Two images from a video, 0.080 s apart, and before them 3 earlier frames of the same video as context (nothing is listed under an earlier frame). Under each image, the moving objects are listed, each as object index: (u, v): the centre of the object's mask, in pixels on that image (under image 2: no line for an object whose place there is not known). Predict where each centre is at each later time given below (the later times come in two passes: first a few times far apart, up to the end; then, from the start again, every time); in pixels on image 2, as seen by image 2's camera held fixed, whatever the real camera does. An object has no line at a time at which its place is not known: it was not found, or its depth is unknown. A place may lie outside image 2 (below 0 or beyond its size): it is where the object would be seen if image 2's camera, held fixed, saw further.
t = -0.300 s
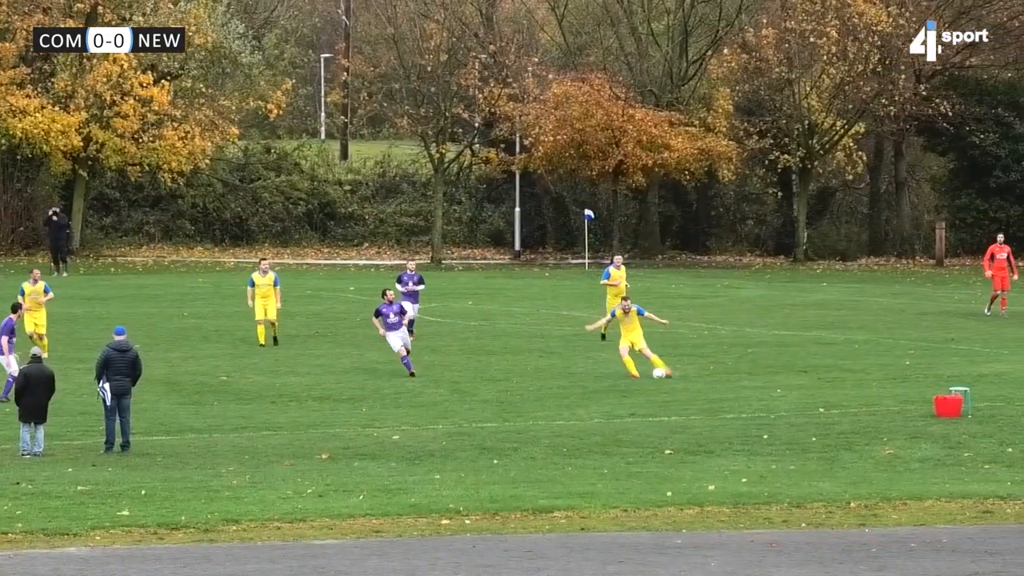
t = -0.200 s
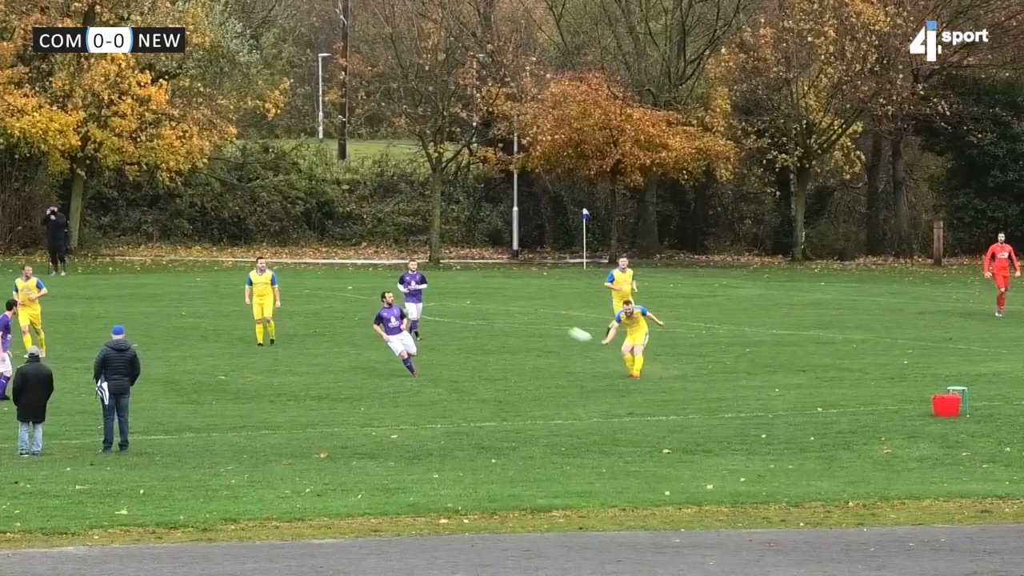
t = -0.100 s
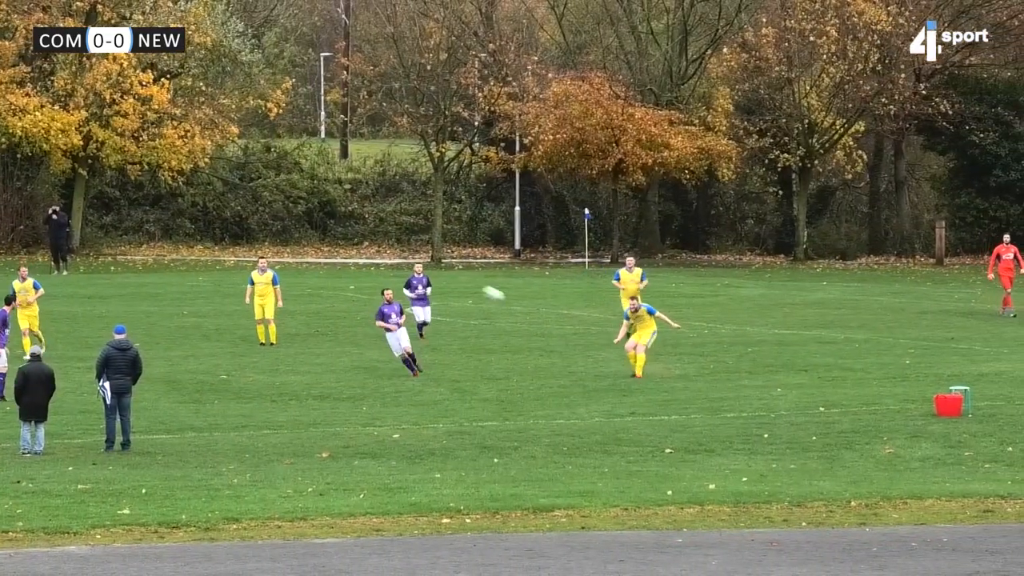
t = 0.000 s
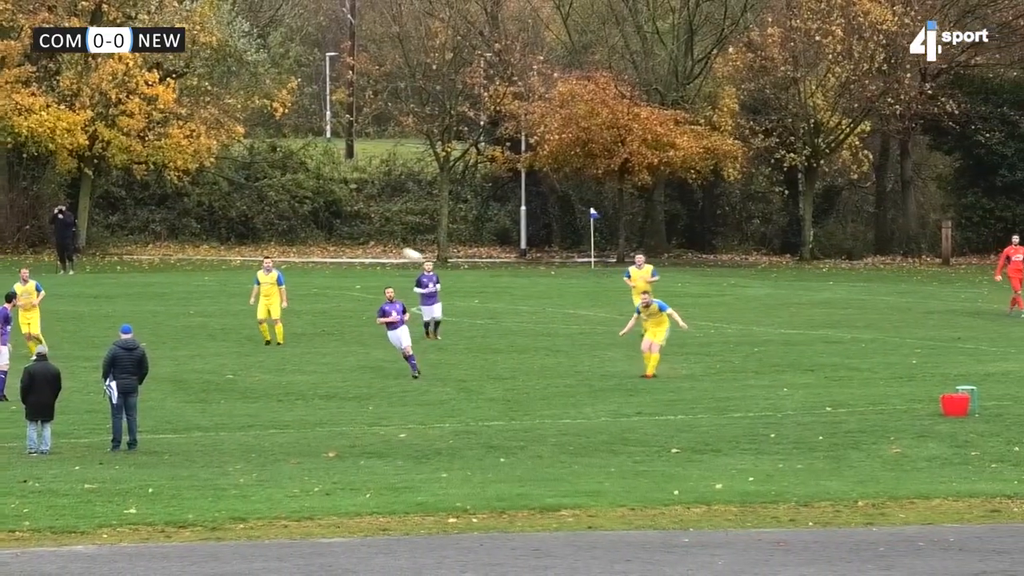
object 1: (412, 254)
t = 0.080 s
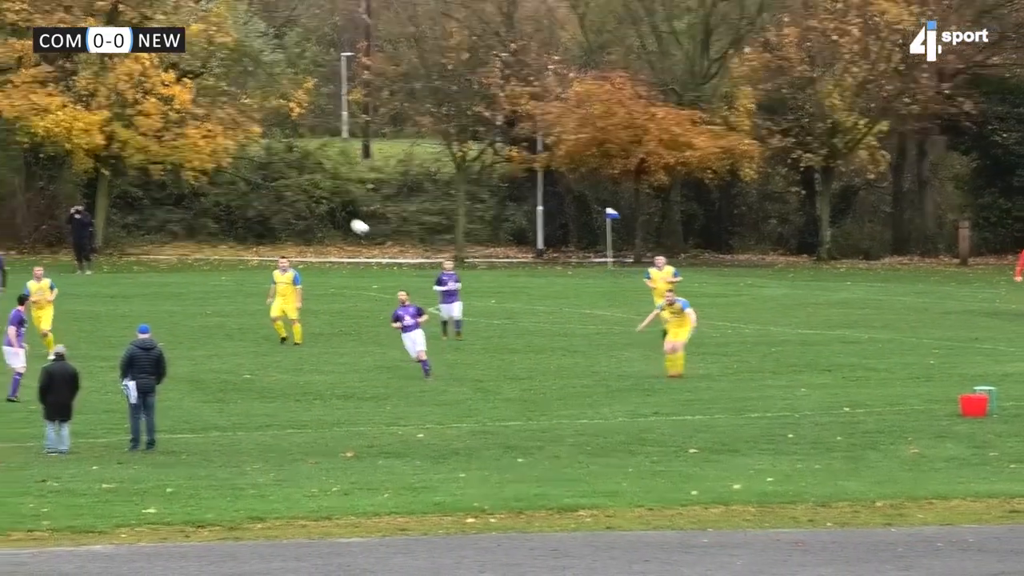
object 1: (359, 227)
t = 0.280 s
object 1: (189, 162)
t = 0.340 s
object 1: (137, 145)
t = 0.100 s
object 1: (342, 219)
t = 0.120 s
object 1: (326, 212)
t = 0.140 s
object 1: (309, 205)
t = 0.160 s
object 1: (292, 199)
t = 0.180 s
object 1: (275, 193)
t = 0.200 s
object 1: (258, 186)
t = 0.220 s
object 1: (242, 180)
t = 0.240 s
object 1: (224, 174)
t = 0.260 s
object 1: (206, 168)
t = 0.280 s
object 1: (189, 162)
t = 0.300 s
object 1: (172, 157)
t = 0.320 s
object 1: (155, 150)
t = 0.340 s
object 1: (137, 145)
